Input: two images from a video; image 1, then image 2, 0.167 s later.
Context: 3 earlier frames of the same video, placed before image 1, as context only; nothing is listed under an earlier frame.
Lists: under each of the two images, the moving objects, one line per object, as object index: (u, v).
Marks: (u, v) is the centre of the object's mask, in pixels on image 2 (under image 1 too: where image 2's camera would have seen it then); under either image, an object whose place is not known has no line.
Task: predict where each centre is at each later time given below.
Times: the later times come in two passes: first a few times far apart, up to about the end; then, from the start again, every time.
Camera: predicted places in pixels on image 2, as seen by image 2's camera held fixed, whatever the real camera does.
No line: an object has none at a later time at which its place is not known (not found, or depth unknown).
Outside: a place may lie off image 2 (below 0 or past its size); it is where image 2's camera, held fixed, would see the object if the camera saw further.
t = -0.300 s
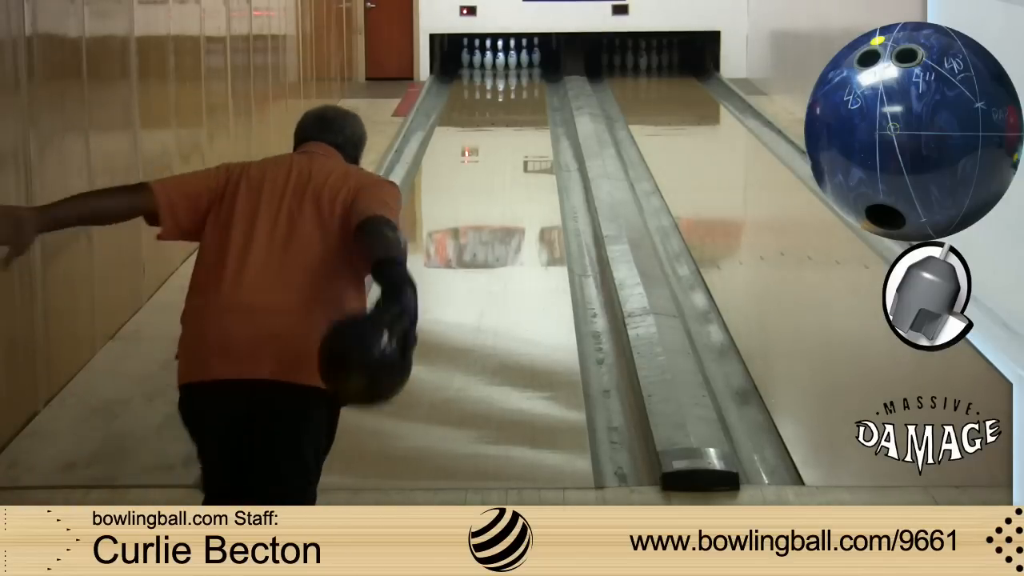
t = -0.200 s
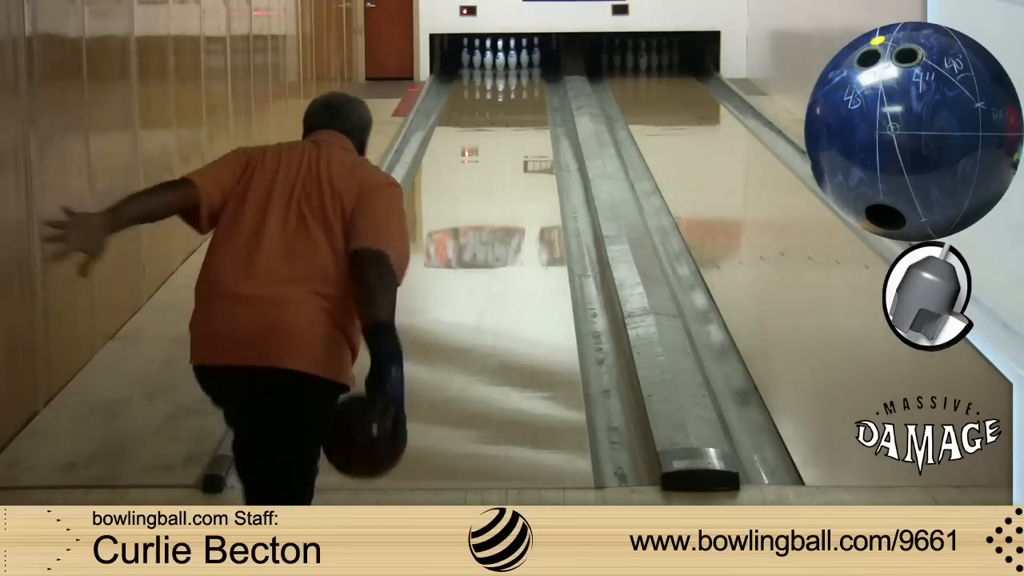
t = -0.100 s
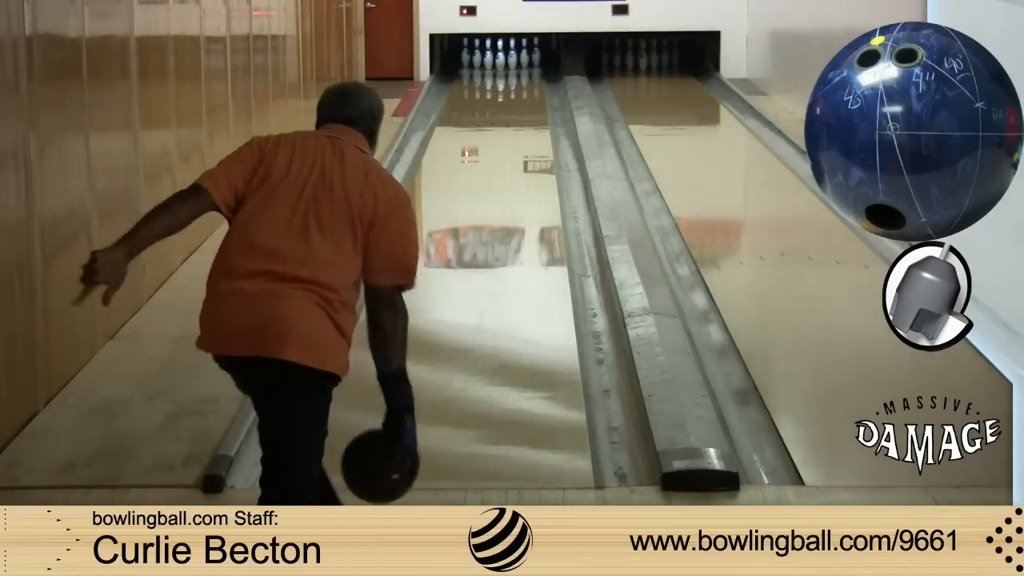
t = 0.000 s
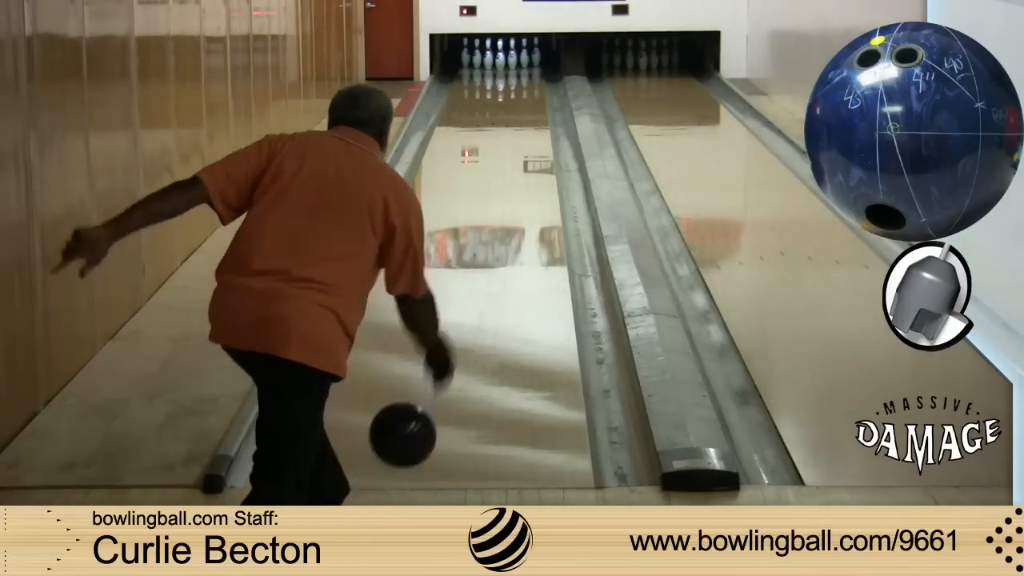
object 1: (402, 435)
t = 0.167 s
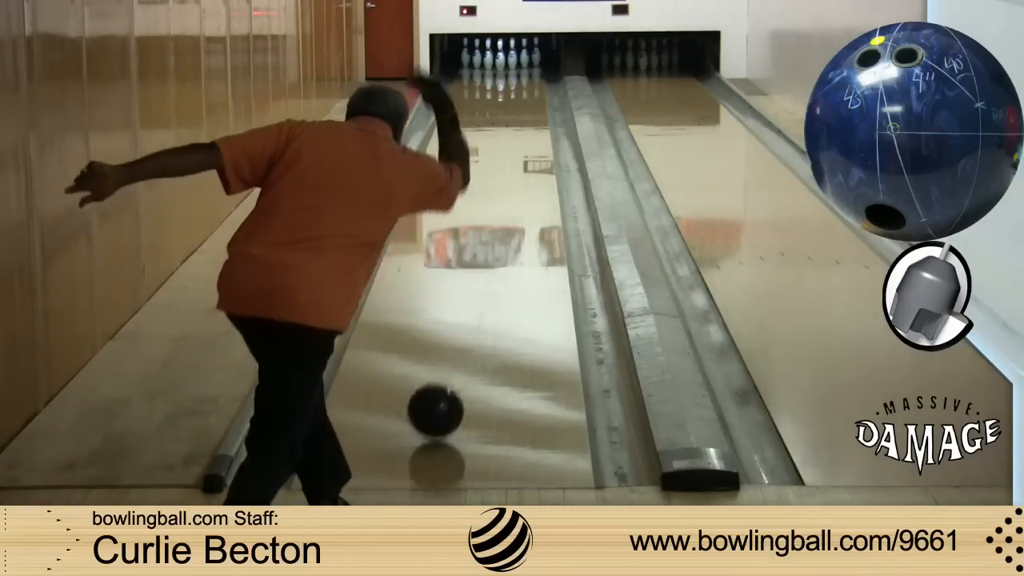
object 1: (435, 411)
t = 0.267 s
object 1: (449, 369)
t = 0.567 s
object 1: (479, 277)
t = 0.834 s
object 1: (496, 221)
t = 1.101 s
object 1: (508, 181)
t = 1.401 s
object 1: (516, 147)
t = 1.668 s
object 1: (521, 124)
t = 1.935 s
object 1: (523, 106)
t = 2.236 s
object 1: (522, 88)
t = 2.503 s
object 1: (518, 76)
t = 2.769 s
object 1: (511, 67)
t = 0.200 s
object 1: (440, 393)
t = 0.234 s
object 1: (445, 379)
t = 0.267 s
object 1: (449, 369)
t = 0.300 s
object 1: (454, 358)
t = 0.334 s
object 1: (457, 346)
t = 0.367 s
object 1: (461, 335)
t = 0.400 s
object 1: (464, 324)
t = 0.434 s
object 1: (468, 314)
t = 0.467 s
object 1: (471, 304)
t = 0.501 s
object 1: (474, 295)
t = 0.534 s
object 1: (476, 286)
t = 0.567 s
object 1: (479, 277)
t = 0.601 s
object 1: (482, 269)
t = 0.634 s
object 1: (484, 261)
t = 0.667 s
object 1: (487, 254)
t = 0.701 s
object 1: (489, 247)
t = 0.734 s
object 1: (491, 240)
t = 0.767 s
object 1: (493, 234)
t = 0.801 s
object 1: (495, 227)
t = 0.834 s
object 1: (496, 221)
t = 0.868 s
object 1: (498, 215)
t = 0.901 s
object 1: (500, 210)
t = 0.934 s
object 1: (501, 204)
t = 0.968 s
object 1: (503, 199)
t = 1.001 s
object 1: (504, 194)
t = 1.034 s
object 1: (505, 190)
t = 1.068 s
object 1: (507, 185)
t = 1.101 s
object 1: (508, 181)
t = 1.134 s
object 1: (509, 176)
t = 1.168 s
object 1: (510, 172)
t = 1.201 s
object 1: (511, 168)
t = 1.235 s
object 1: (512, 164)
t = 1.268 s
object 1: (513, 161)
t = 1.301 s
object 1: (514, 157)
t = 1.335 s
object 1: (515, 153)
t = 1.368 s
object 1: (516, 150)
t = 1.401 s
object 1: (516, 147)
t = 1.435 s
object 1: (517, 143)
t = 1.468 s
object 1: (517, 141)
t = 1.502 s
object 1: (518, 138)
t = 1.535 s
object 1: (519, 135)
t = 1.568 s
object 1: (519, 132)
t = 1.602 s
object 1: (520, 129)
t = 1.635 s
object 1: (520, 127)
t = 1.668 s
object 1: (521, 124)
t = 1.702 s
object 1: (521, 121)
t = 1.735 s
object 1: (521, 119)
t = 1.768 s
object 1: (522, 117)
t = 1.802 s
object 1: (522, 114)
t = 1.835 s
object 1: (522, 112)
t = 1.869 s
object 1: (523, 110)
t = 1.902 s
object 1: (523, 107)
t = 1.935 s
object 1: (523, 106)
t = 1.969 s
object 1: (523, 103)
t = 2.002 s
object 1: (523, 101)
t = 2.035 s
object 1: (523, 99)
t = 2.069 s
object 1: (523, 97)
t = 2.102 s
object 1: (523, 95)
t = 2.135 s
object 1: (523, 93)
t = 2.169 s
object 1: (523, 91)
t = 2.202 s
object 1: (523, 90)
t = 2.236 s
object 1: (522, 88)
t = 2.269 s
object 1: (522, 87)
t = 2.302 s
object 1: (521, 85)
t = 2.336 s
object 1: (520, 84)
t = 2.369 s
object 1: (519, 82)
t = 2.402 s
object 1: (519, 81)
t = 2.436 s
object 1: (519, 79)
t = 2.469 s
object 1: (518, 78)
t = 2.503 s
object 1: (518, 76)
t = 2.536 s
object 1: (518, 75)
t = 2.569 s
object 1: (517, 74)
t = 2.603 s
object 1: (516, 72)
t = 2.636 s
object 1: (515, 71)
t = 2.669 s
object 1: (514, 71)
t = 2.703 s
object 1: (513, 70)
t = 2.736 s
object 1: (512, 69)
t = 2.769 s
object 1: (511, 67)
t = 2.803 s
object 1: (511, 67)
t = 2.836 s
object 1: (509, 65)
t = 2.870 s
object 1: (509, 64)
